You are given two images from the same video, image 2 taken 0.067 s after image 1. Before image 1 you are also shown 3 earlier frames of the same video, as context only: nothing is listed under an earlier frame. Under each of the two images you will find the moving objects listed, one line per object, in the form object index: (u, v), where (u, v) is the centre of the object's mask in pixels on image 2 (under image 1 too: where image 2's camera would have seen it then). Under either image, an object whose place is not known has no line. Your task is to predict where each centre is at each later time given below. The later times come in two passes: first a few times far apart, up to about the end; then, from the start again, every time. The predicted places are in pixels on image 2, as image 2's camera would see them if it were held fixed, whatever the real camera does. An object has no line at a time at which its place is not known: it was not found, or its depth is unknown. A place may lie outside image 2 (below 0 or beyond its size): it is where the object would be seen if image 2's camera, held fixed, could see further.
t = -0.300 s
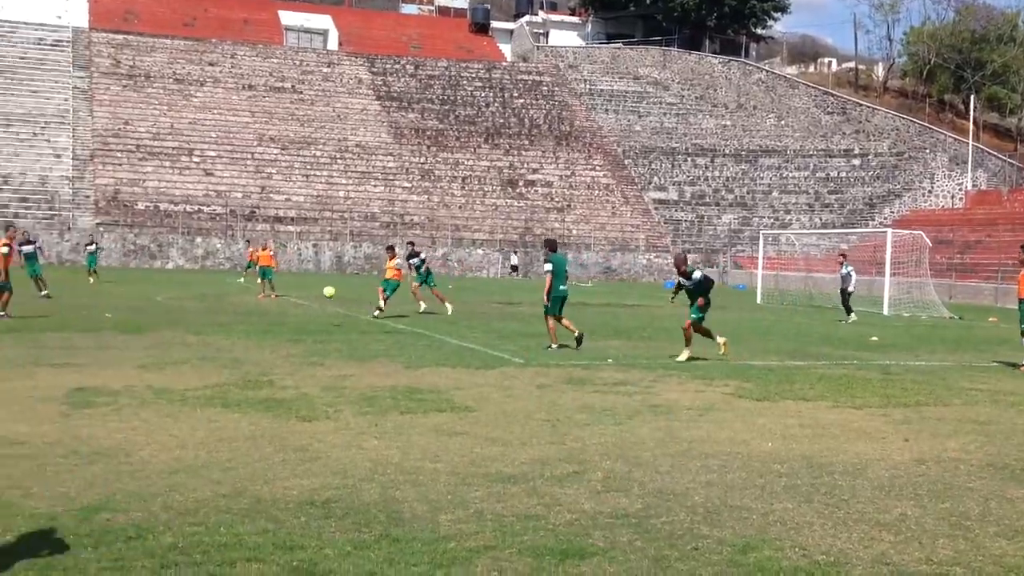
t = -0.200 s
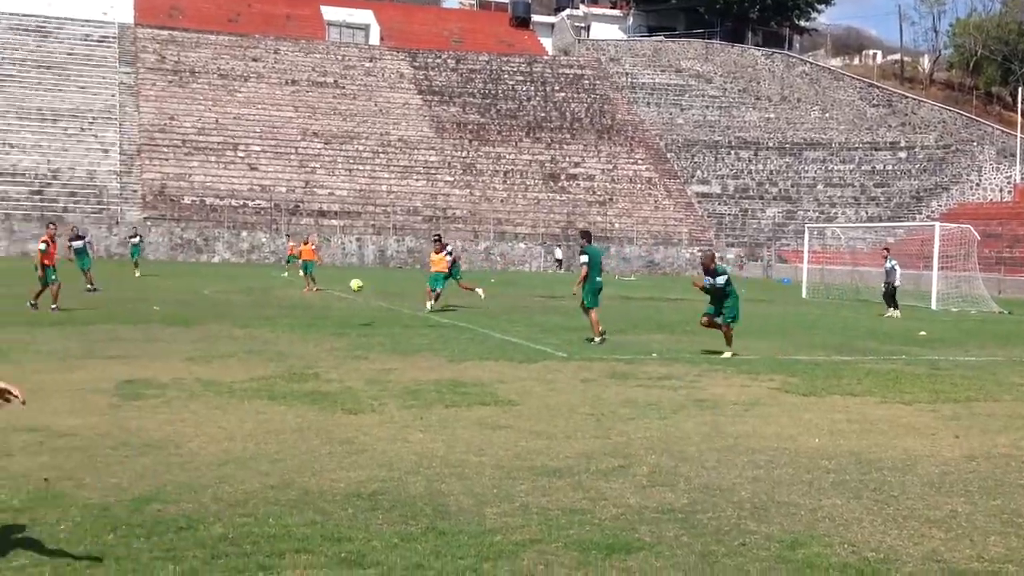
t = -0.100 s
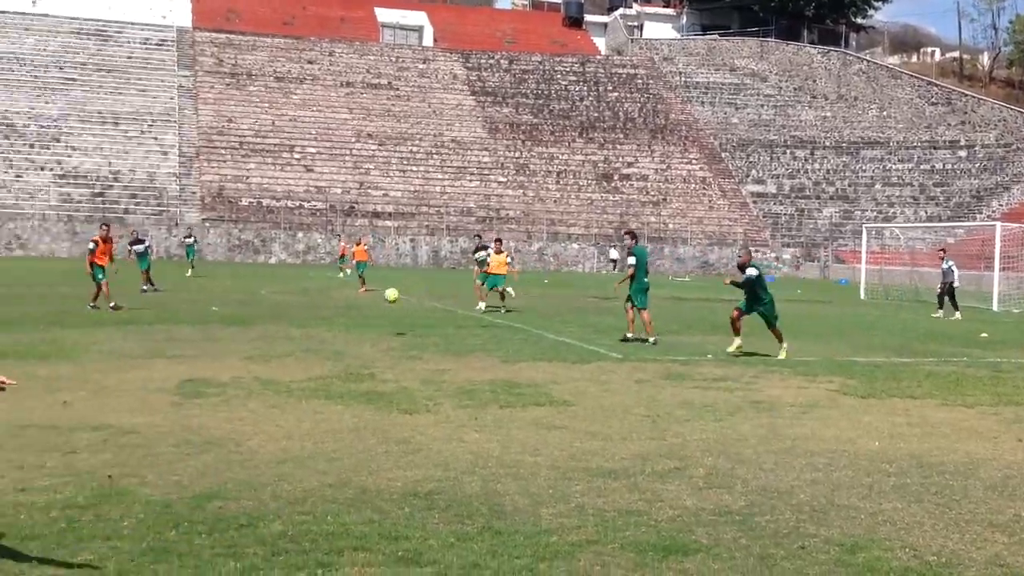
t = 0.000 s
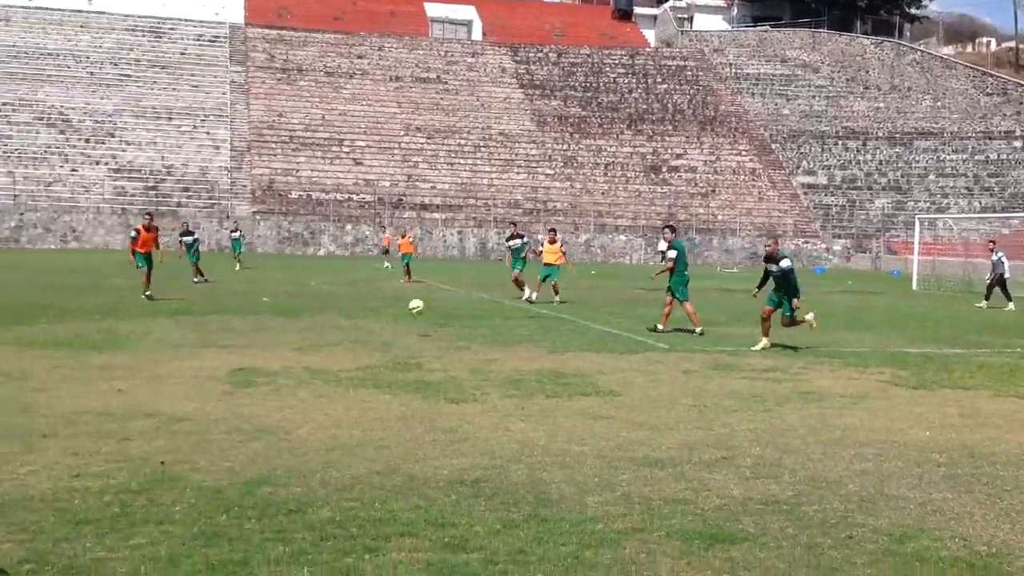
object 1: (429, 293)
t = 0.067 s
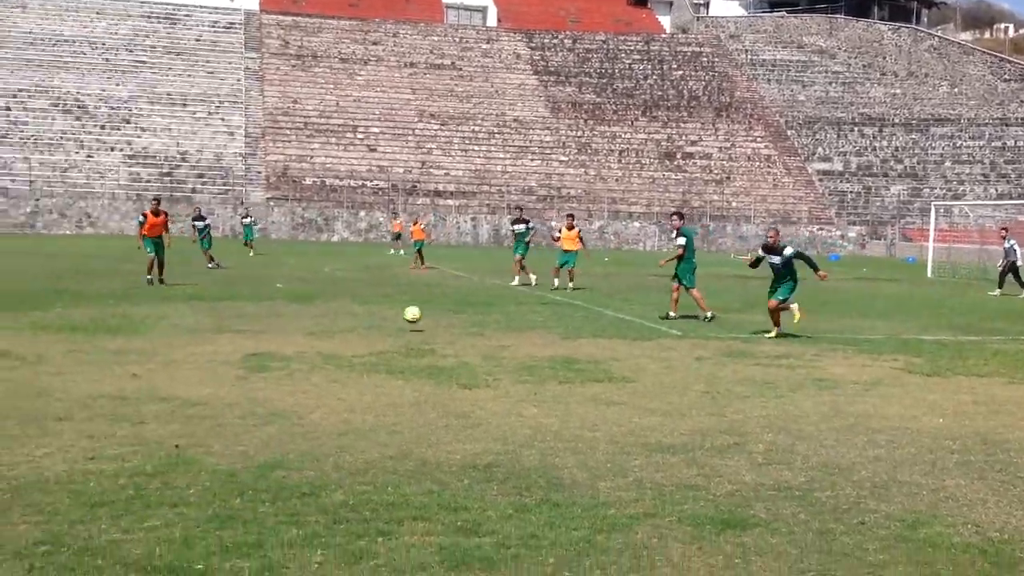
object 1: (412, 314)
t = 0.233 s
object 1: (373, 321)
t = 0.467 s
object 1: (297, 361)
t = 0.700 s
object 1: (191, 381)
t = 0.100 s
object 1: (402, 328)
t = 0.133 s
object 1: (395, 327)
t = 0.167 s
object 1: (388, 324)
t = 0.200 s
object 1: (381, 322)
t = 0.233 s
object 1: (373, 321)
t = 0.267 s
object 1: (364, 322)
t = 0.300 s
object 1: (356, 324)
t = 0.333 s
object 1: (346, 327)
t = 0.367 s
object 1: (334, 332)
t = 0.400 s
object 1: (323, 340)
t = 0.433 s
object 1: (311, 348)
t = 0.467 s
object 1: (297, 361)
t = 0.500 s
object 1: (282, 376)
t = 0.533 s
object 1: (266, 394)
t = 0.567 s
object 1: (251, 408)
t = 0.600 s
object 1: (237, 399)
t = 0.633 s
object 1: (223, 392)
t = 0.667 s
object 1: (207, 385)
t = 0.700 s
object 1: (191, 381)
